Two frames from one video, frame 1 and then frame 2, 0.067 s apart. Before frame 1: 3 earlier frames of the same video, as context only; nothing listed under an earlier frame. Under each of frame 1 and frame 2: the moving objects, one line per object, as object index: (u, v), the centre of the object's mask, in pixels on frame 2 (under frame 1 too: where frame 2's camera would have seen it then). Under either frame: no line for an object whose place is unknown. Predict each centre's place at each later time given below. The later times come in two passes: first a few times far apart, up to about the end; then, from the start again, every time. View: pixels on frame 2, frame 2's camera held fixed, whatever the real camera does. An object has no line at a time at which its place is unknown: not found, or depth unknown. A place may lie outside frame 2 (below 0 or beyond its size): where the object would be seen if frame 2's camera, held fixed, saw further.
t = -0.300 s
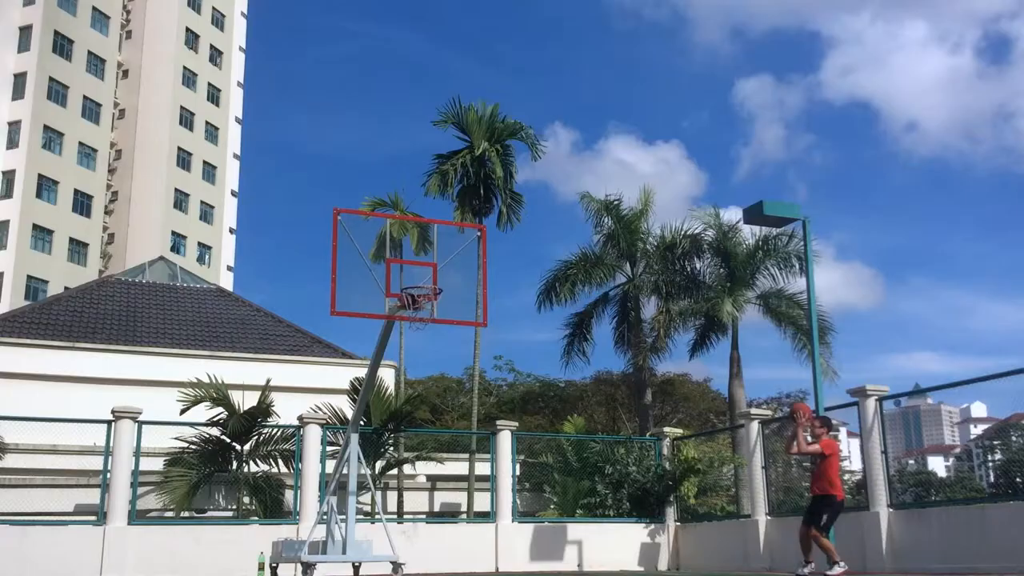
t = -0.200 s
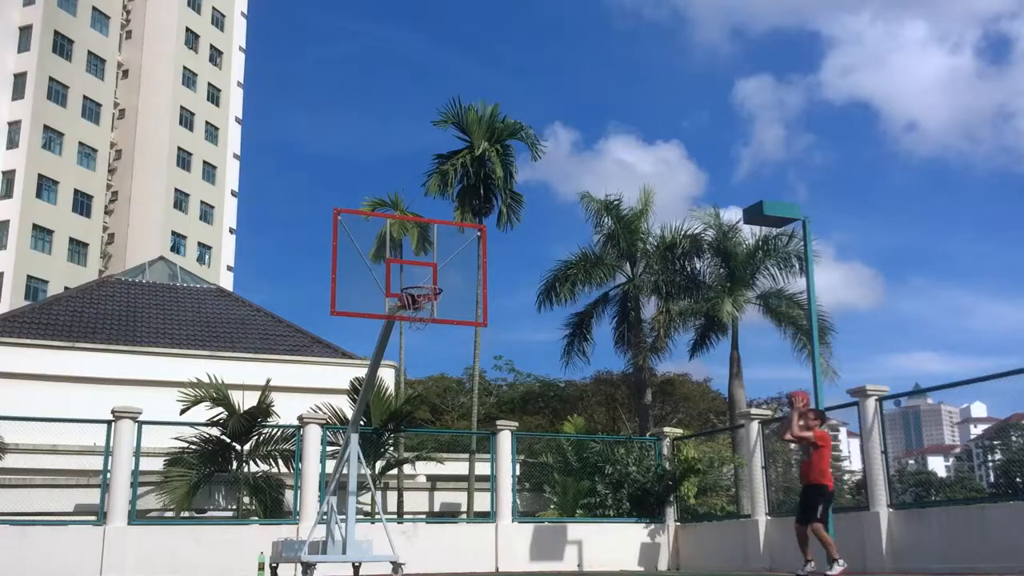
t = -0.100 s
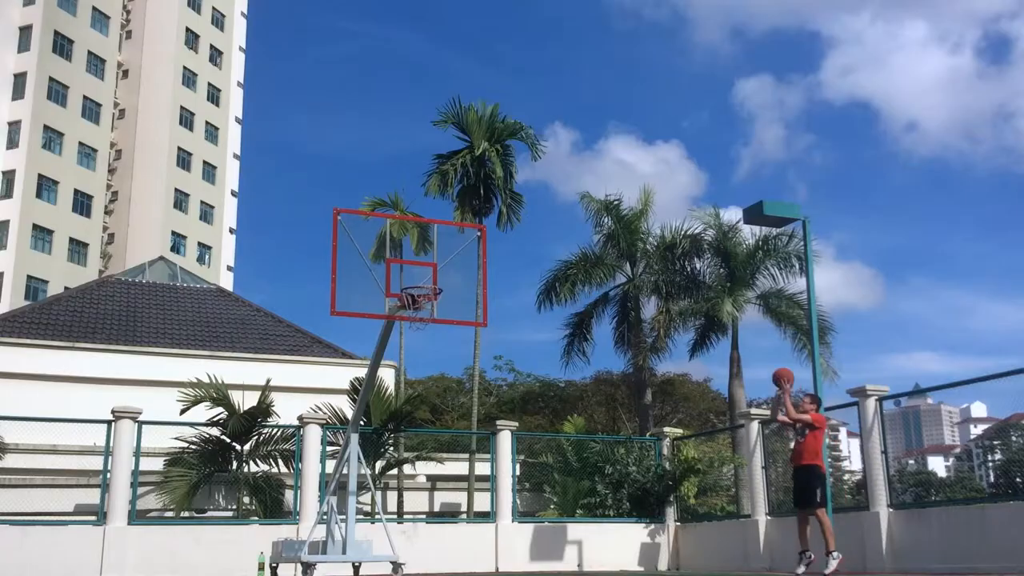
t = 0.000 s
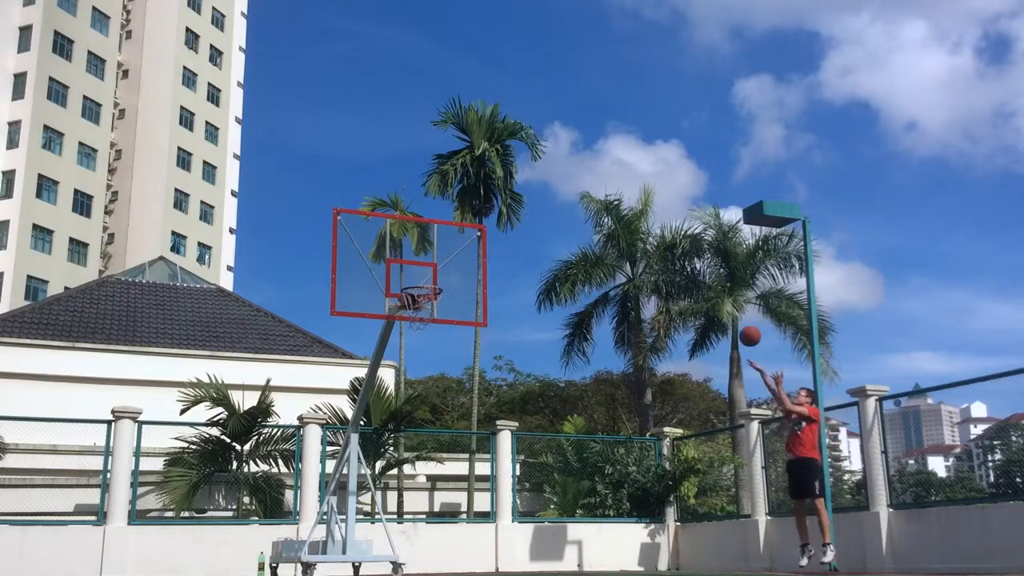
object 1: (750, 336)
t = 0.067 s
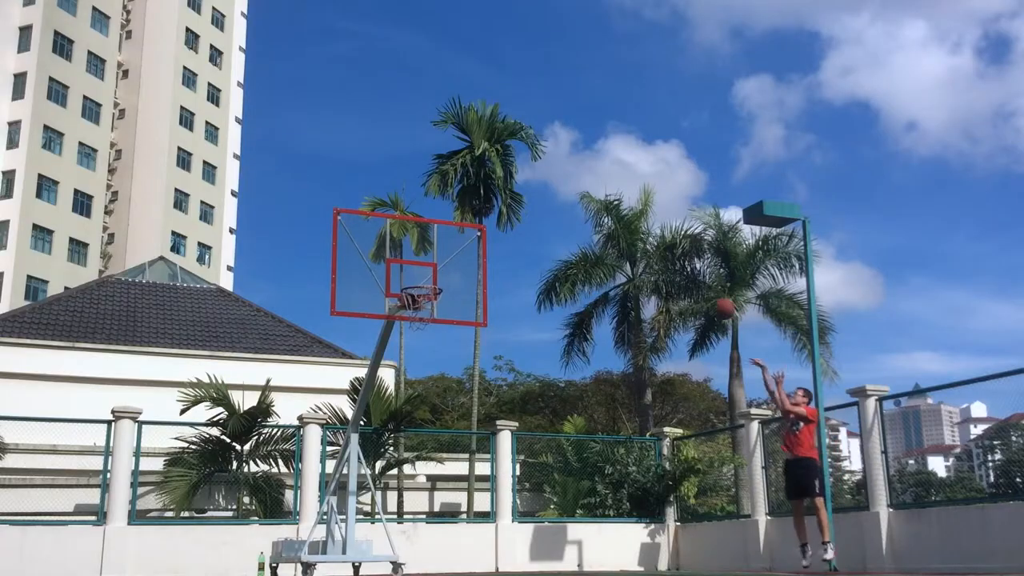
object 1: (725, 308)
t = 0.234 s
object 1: (661, 258)
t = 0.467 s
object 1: (576, 225)
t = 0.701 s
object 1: (492, 237)
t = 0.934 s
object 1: (413, 287)
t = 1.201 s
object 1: (445, 317)
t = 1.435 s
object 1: (459, 377)
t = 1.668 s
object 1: (475, 488)
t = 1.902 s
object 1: (478, 514)
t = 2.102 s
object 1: (468, 448)
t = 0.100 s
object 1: (711, 296)
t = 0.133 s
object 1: (699, 285)
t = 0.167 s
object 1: (686, 274)
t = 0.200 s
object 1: (674, 266)
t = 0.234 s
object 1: (661, 258)
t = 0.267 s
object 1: (648, 251)
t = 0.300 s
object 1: (636, 244)
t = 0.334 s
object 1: (624, 237)
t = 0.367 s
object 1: (611, 234)
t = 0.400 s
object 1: (600, 231)
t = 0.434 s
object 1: (587, 228)
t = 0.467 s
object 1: (576, 225)
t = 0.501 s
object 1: (564, 224)
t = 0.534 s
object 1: (552, 224)
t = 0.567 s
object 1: (540, 225)
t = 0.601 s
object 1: (528, 226)
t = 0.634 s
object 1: (517, 229)
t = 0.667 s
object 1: (504, 232)
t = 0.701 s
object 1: (492, 237)
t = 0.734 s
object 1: (480, 242)
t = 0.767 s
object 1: (468, 248)
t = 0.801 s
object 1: (456, 255)
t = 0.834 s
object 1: (444, 263)
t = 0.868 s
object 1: (431, 272)
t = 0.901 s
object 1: (418, 279)
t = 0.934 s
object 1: (413, 287)
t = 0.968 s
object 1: (422, 293)
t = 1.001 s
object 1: (430, 301)
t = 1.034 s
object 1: (434, 302)
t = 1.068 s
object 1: (436, 303)
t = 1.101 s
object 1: (439, 304)
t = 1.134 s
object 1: (440, 307)
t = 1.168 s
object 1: (443, 311)
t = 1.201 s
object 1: (445, 317)
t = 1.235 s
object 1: (447, 322)
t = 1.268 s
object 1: (449, 329)
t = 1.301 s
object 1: (451, 337)
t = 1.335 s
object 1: (454, 345)
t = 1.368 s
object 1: (455, 355)
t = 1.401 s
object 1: (458, 366)
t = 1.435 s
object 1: (459, 377)
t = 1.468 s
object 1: (462, 390)
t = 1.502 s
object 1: (465, 402)
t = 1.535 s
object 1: (467, 418)
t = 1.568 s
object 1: (469, 433)
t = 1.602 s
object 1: (471, 451)
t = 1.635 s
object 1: (473, 469)
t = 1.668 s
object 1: (475, 488)
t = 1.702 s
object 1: (478, 508)
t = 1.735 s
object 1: (480, 530)
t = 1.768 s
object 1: (482, 552)
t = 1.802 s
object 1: (483, 563)
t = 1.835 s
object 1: (481, 546)
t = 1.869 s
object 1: (479, 530)
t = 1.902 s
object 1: (478, 514)
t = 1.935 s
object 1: (476, 501)
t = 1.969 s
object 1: (474, 488)
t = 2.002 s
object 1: (472, 476)
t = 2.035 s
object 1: (471, 466)
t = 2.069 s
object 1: (469, 457)
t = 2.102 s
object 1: (468, 448)
